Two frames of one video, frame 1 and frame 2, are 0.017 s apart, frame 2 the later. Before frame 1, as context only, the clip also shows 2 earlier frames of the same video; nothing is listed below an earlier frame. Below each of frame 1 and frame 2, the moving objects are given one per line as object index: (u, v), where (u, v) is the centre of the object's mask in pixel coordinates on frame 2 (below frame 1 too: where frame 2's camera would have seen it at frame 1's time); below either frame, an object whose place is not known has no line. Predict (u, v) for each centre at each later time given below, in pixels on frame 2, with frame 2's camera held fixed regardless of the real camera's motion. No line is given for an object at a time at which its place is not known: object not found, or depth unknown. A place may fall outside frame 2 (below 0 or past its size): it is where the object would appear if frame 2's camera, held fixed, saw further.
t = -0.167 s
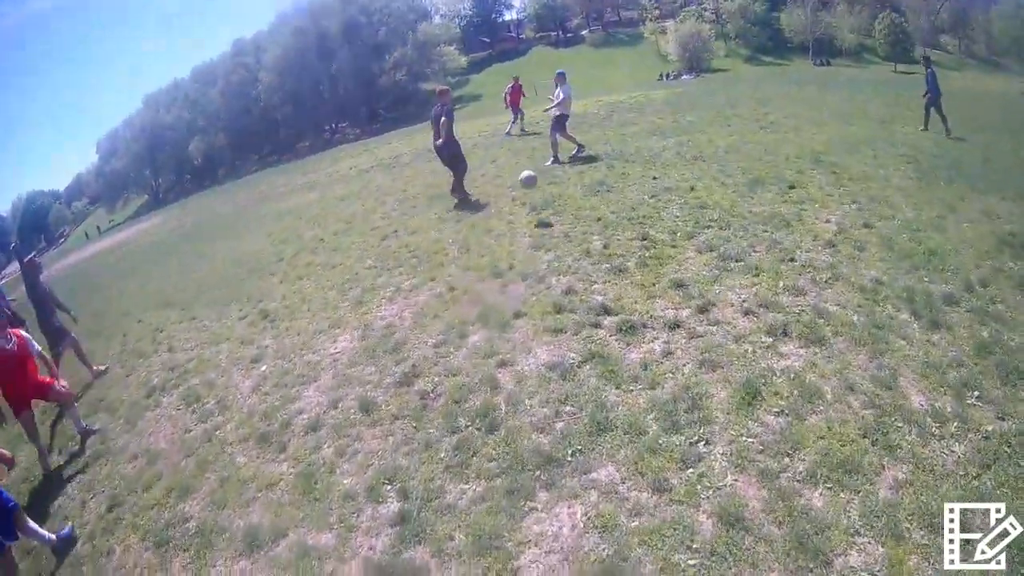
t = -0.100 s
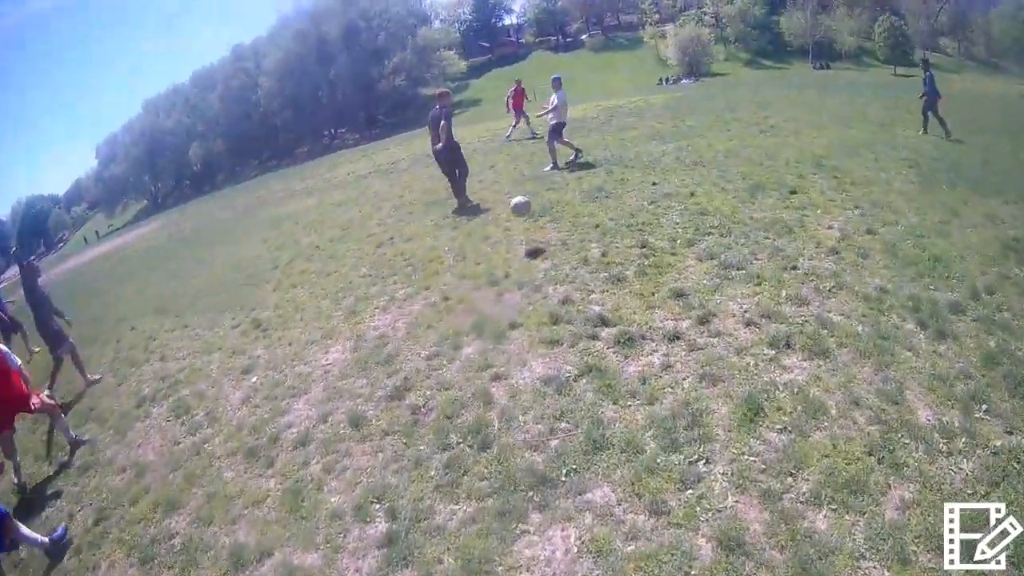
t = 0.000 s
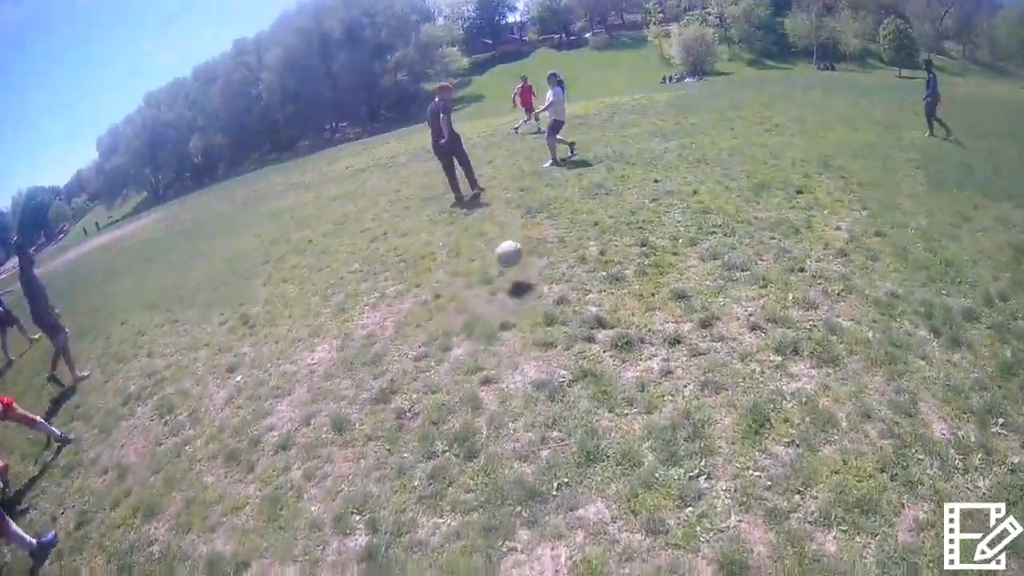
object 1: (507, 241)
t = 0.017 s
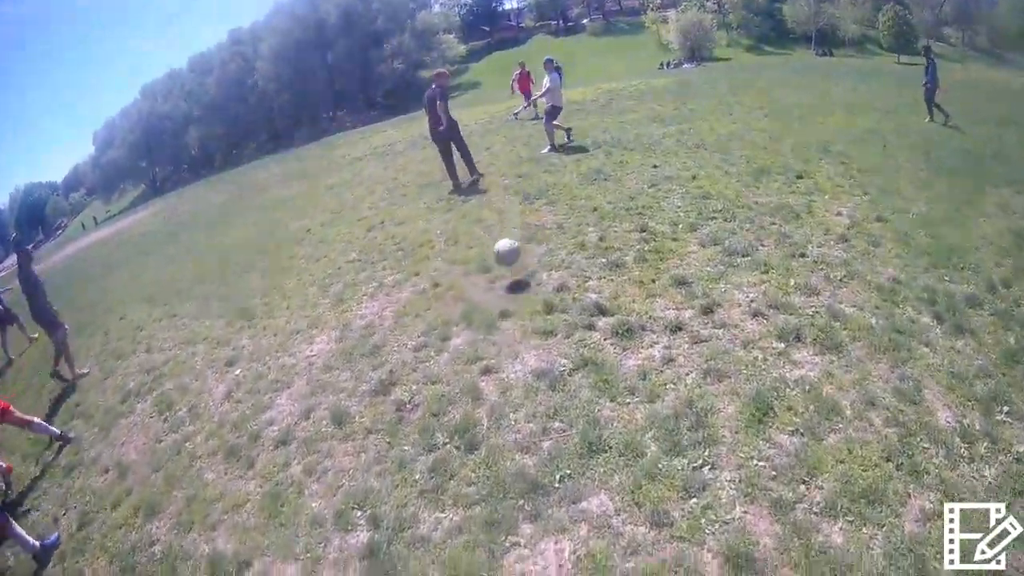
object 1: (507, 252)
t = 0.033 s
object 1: (505, 265)
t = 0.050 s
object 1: (503, 280)
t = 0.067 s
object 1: (502, 291)
